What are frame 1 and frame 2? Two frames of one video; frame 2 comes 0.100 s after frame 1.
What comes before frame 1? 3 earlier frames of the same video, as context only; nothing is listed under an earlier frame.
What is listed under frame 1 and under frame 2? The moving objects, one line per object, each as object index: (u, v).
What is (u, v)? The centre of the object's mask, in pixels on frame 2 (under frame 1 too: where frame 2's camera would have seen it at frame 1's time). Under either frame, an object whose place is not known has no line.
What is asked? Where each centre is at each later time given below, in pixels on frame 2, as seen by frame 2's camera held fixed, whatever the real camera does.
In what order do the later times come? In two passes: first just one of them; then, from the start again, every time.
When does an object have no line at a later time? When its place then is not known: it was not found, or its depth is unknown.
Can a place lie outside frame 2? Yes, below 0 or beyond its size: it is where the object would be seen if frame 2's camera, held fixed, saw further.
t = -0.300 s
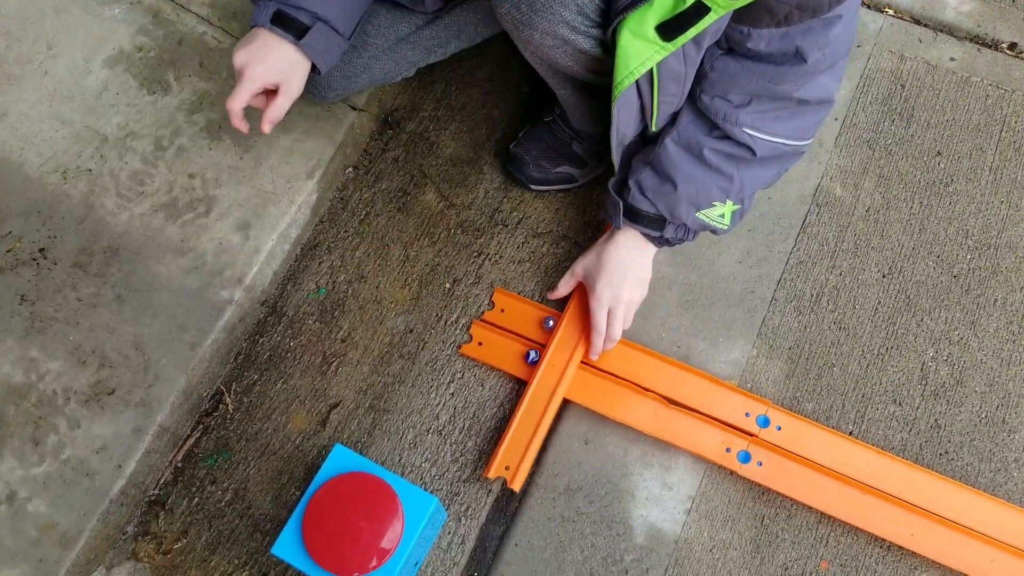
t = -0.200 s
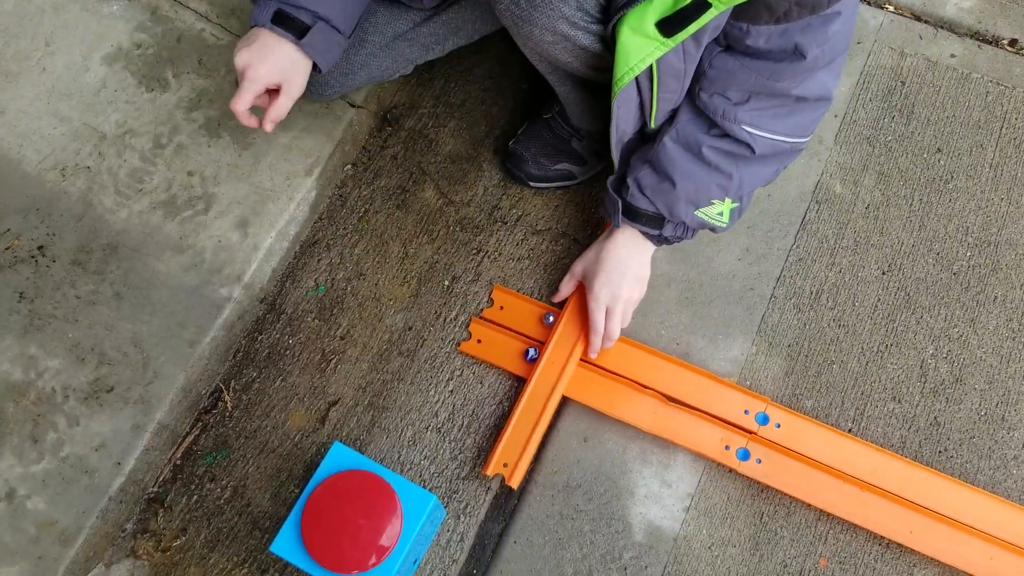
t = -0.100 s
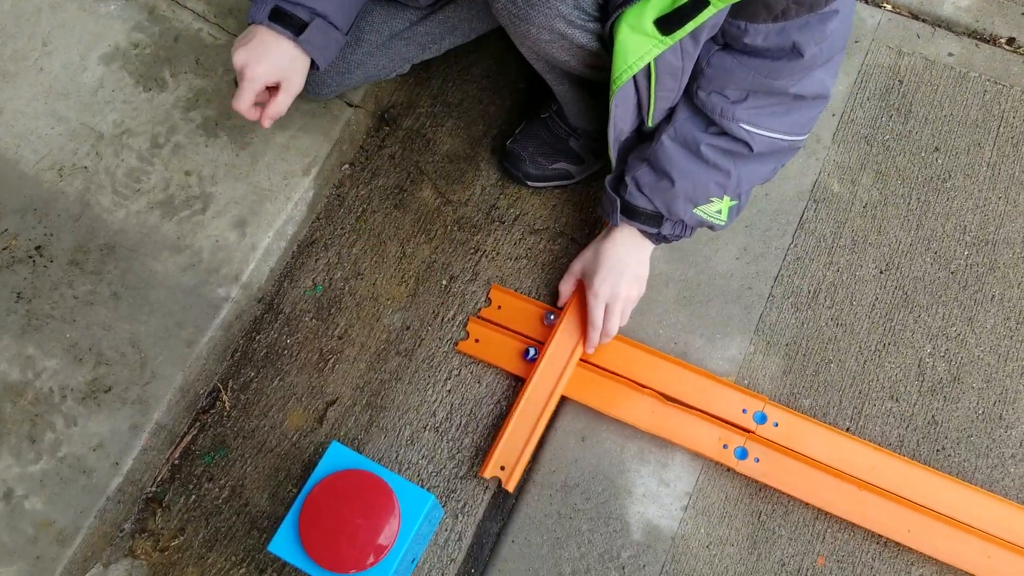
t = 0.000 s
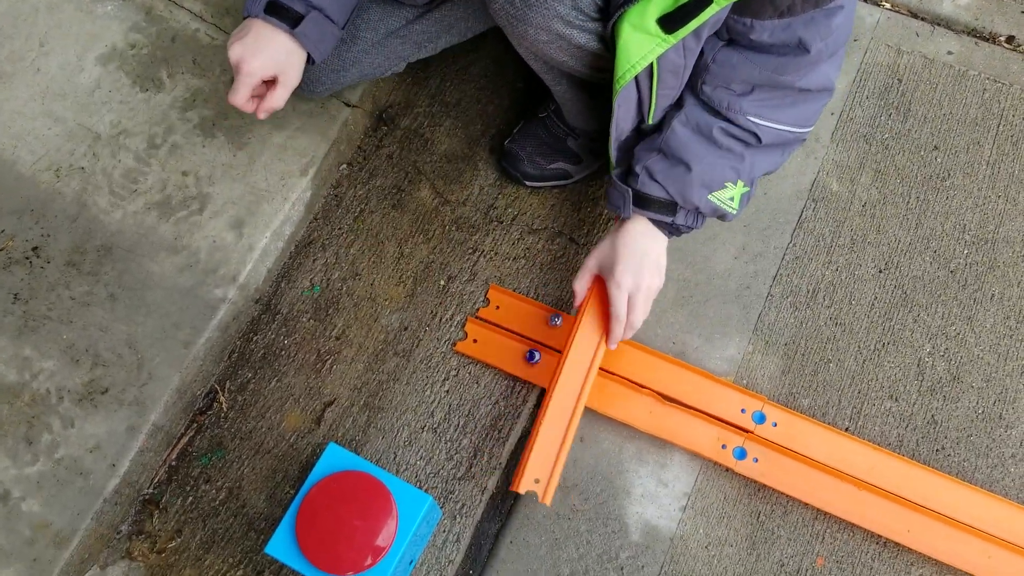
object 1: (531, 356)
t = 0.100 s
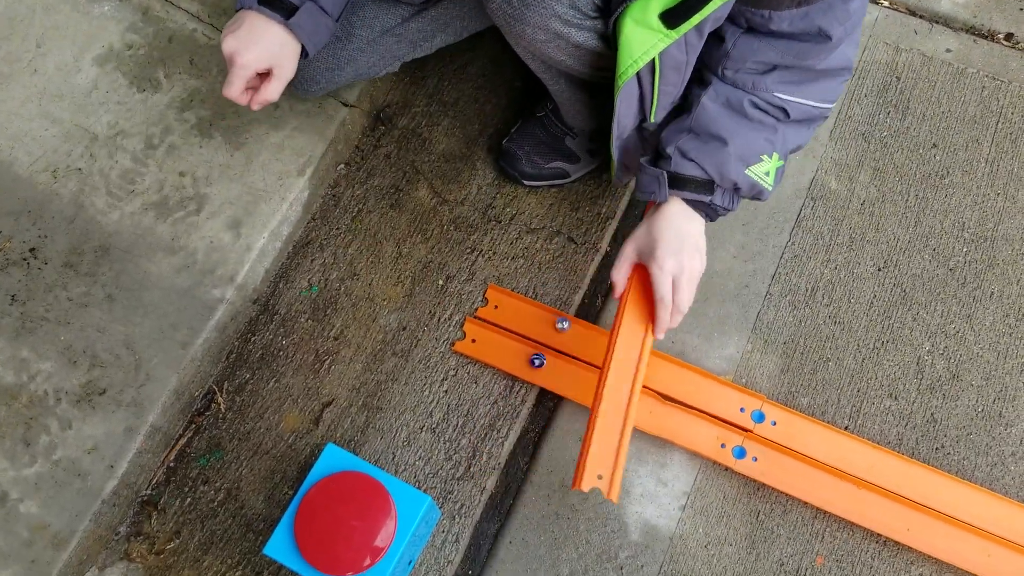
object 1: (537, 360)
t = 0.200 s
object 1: (547, 367)
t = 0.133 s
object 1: (540, 362)
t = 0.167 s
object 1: (543, 364)
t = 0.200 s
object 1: (547, 367)
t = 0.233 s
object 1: (550, 369)
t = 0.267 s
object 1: (554, 372)
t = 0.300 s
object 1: (558, 375)
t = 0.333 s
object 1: (562, 378)
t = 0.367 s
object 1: (567, 382)
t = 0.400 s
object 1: (572, 386)
